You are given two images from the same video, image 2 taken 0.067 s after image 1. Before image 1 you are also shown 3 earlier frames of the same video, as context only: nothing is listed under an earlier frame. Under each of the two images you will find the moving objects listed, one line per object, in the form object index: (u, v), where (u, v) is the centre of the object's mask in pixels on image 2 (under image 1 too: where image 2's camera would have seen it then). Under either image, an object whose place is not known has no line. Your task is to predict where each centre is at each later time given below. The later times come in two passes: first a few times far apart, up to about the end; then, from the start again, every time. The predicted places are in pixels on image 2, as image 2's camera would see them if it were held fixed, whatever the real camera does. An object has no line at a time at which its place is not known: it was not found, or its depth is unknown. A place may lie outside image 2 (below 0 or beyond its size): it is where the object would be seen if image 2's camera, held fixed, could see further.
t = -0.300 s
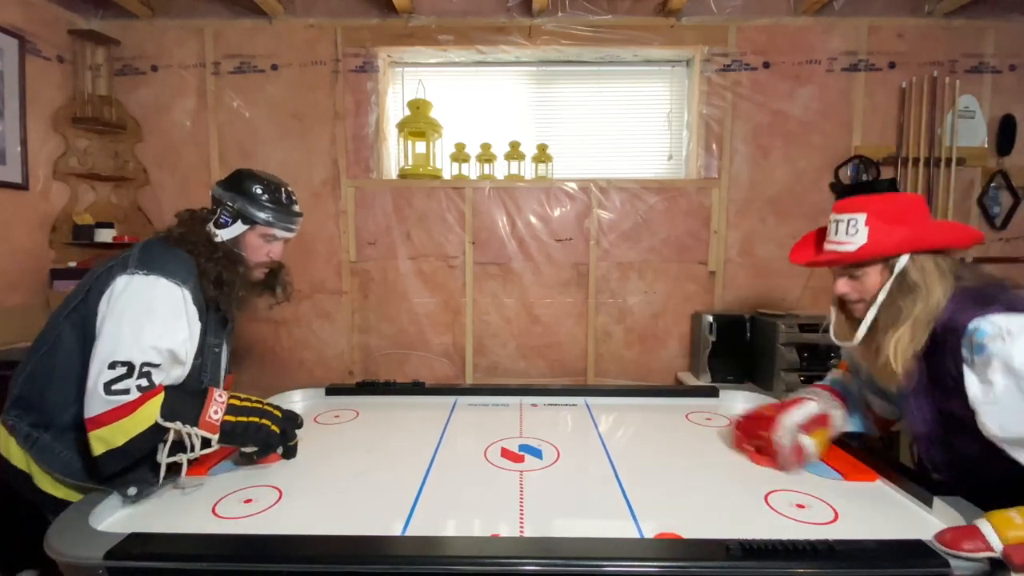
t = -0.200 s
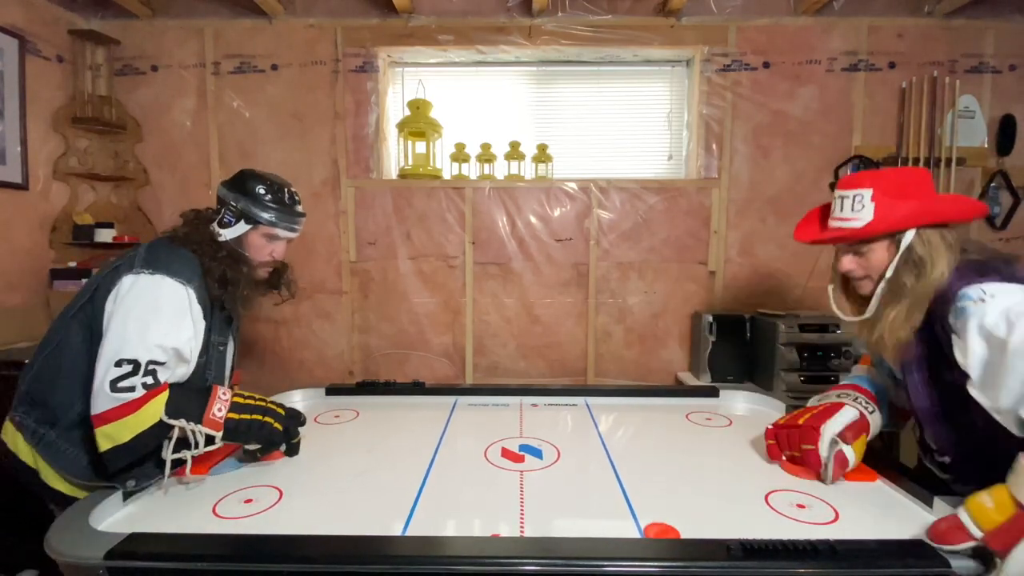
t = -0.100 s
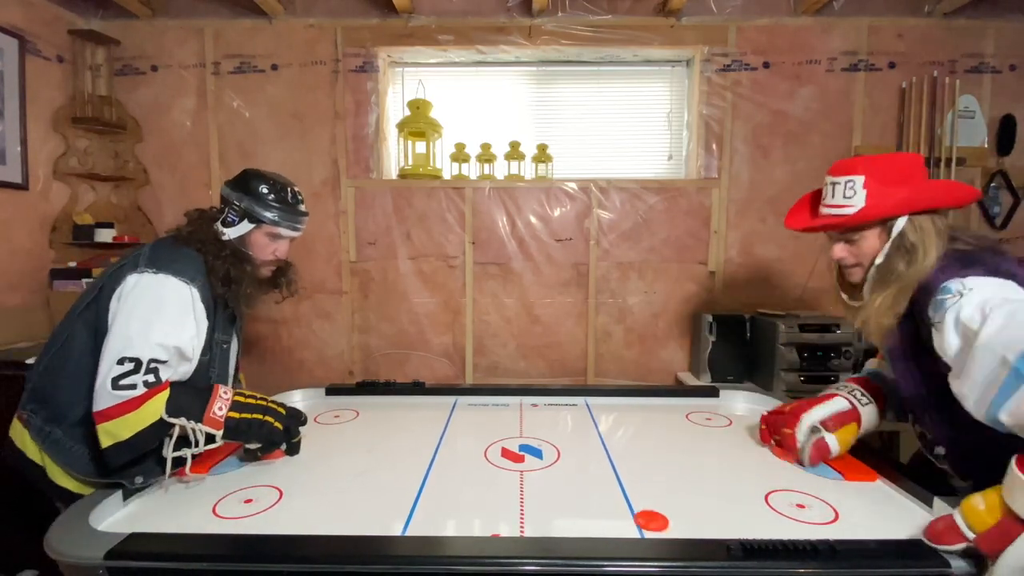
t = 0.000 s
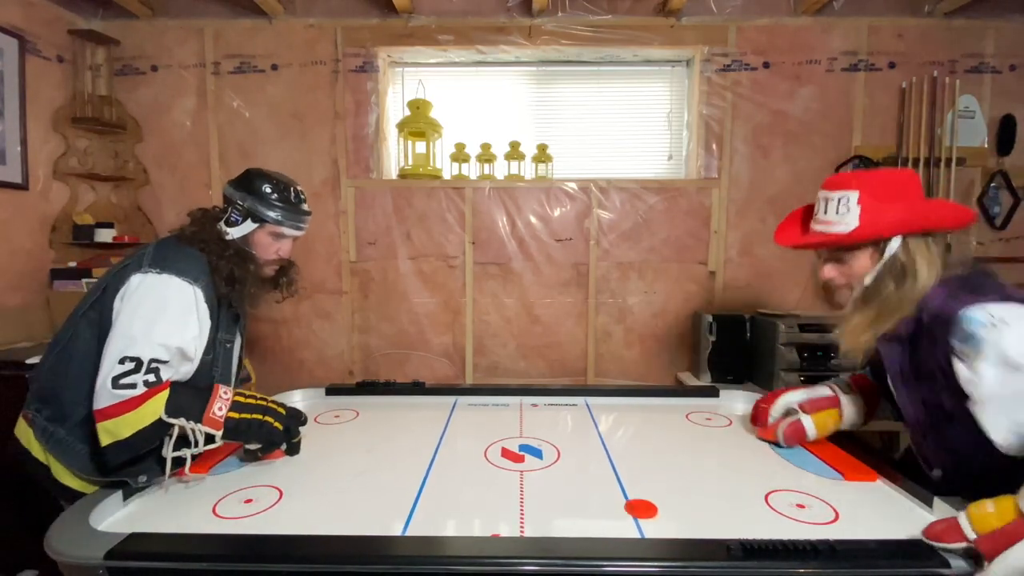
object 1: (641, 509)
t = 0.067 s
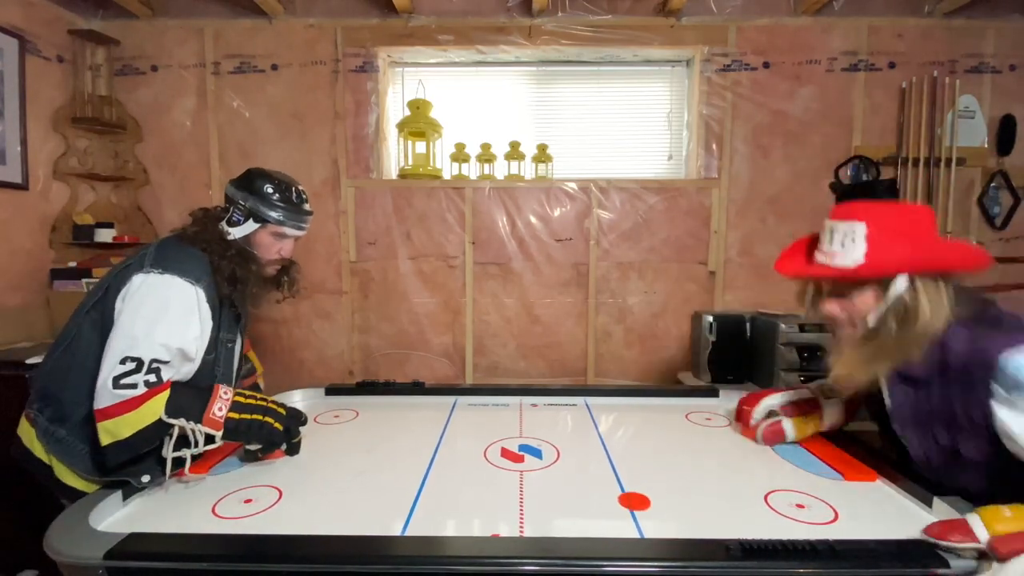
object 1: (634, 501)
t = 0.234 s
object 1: (620, 484)
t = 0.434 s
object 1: (599, 466)
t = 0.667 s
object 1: (580, 448)
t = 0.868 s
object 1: (562, 436)
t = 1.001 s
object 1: (552, 428)
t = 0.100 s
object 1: (631, 497)
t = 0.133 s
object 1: (628, 494)
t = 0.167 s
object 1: (626, 490)
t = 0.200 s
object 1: (623, 487)
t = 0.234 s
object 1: (620, 484)
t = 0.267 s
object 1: (616, 481)
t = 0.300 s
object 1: (613, 478)
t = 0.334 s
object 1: (609, 475)
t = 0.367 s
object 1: (605, 472)
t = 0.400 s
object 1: (602, 469)
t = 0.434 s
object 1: (599, 466)
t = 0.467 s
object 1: (596, 464)
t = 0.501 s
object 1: (593, 461)
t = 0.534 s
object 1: (590, 458)
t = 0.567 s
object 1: (588, 456)
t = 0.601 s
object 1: (585, 453)
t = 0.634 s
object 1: (582, 451)
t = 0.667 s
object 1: (580, 448)
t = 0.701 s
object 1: (577, 446)
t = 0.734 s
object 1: (574, 444)
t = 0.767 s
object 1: (571, 442)
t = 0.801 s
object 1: (568, 440)
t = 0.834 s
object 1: (565, 438)
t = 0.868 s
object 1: (562, 436)
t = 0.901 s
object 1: (560, 434)
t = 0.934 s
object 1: (557, 432)
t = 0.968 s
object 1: (555, 430)
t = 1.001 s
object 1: (552, 428)
